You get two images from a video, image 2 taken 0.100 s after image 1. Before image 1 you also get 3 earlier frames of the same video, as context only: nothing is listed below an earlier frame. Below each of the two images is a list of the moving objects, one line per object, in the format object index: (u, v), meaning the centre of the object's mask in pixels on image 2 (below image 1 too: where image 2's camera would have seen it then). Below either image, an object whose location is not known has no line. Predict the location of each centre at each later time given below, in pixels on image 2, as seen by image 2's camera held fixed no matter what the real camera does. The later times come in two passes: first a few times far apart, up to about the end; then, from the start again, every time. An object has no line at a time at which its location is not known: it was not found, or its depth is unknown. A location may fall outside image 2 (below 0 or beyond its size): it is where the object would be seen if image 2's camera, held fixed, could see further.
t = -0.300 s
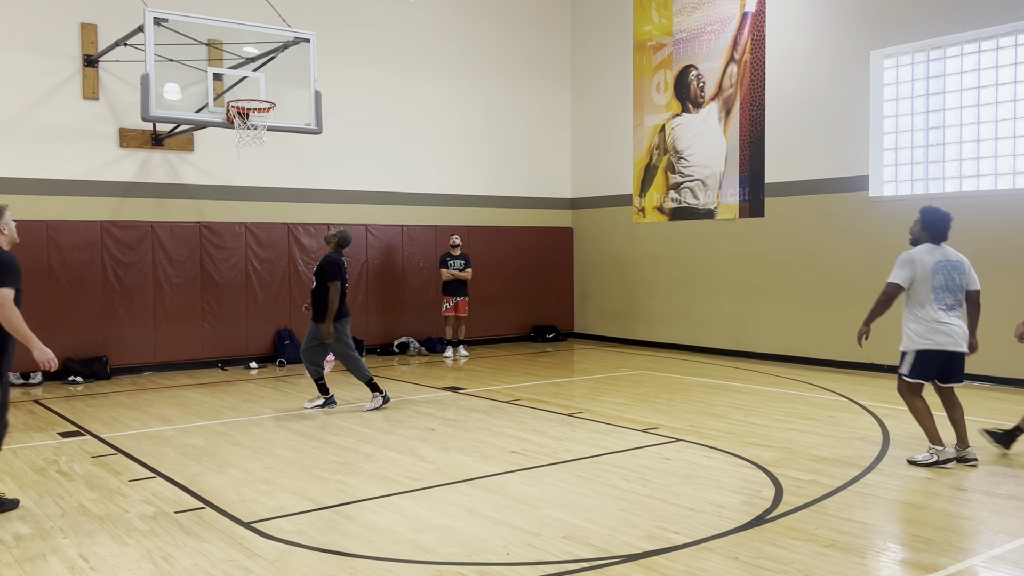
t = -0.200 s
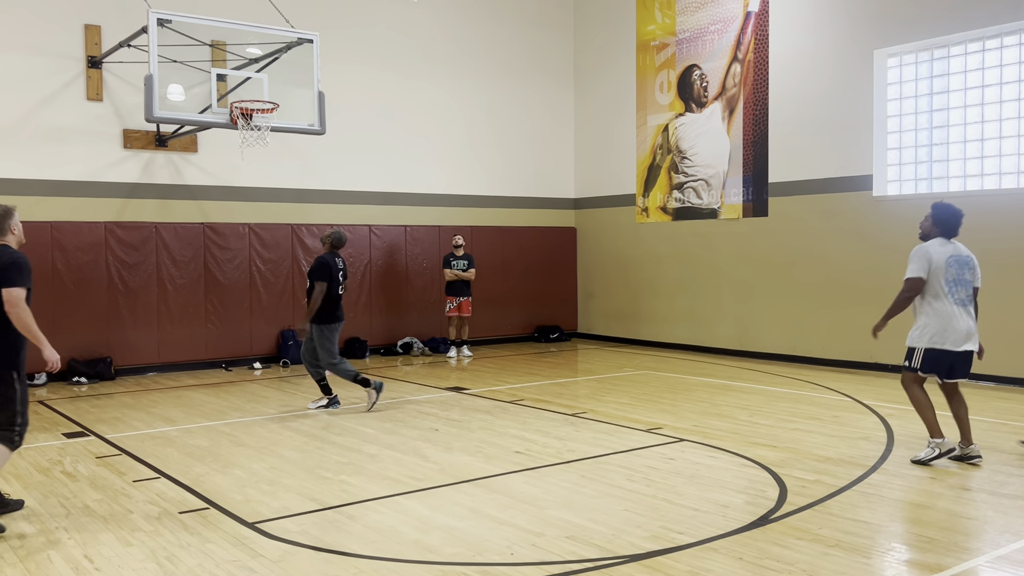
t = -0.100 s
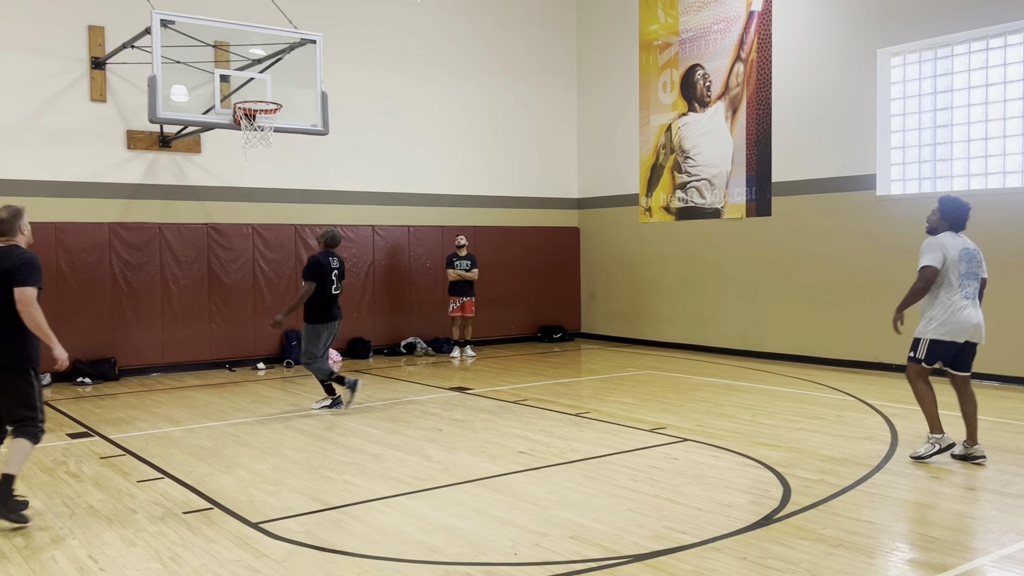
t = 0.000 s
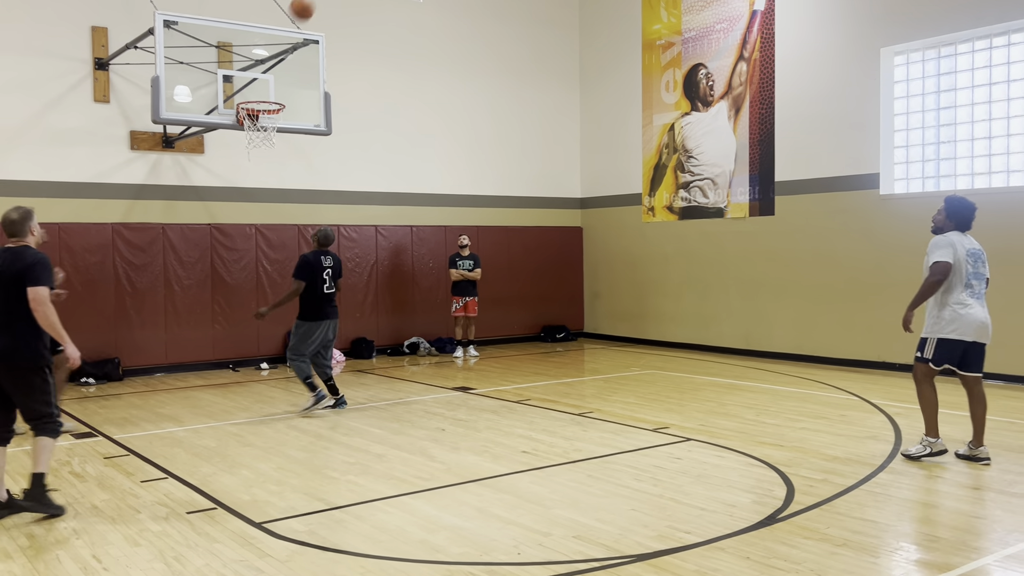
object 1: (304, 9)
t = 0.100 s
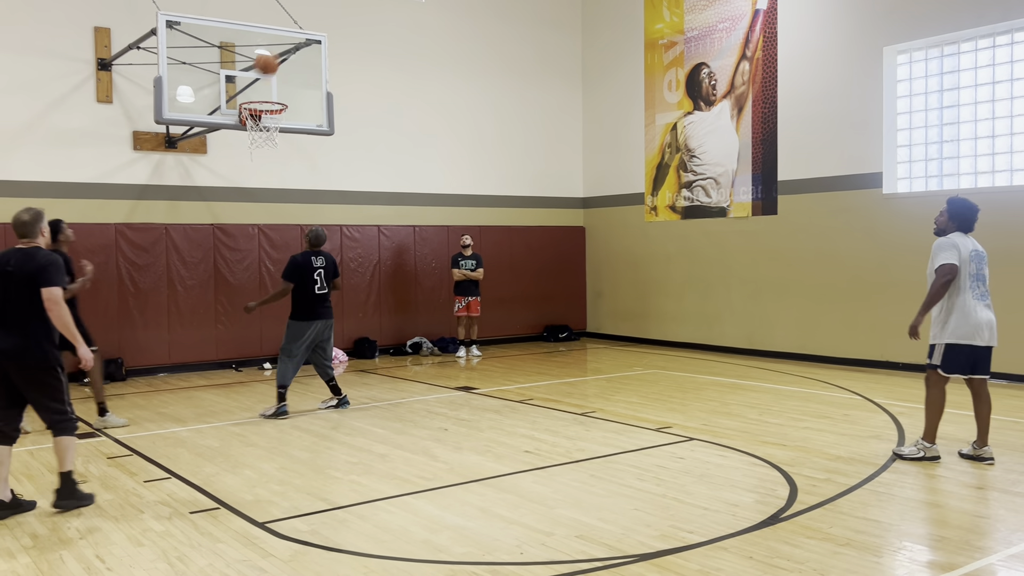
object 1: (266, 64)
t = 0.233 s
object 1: (252, 83)
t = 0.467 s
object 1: (298, 57)
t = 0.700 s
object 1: (353, 78)
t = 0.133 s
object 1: (255, 84)
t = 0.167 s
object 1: (249, 92)
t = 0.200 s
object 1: (250, 87)
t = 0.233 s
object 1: (252, 83)
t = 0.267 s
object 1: (253, 79)
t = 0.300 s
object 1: (260, 73)
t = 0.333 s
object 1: (268, 68)
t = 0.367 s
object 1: (275, 63)
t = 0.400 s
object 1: (283, 60)
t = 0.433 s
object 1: (290, 58)
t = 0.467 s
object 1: (298, 57)
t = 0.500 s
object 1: (305, 57)
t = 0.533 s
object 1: (314, 58)
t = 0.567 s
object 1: (321, 60)
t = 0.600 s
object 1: (329, 62)
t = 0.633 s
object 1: (337, 66)
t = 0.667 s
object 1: (345, 72)
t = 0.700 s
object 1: (353, 78)
